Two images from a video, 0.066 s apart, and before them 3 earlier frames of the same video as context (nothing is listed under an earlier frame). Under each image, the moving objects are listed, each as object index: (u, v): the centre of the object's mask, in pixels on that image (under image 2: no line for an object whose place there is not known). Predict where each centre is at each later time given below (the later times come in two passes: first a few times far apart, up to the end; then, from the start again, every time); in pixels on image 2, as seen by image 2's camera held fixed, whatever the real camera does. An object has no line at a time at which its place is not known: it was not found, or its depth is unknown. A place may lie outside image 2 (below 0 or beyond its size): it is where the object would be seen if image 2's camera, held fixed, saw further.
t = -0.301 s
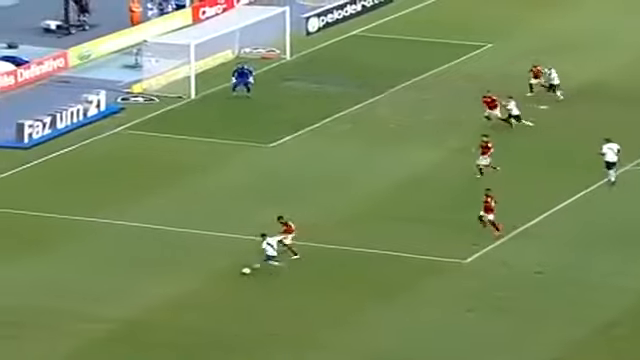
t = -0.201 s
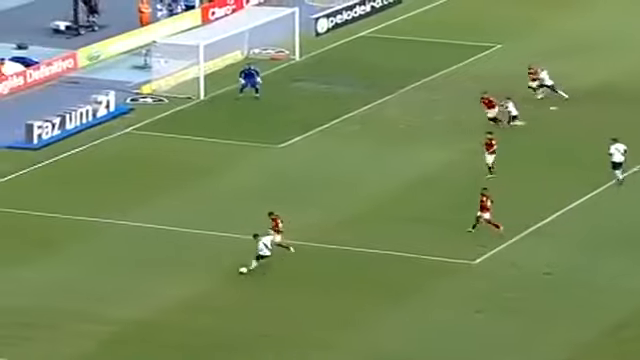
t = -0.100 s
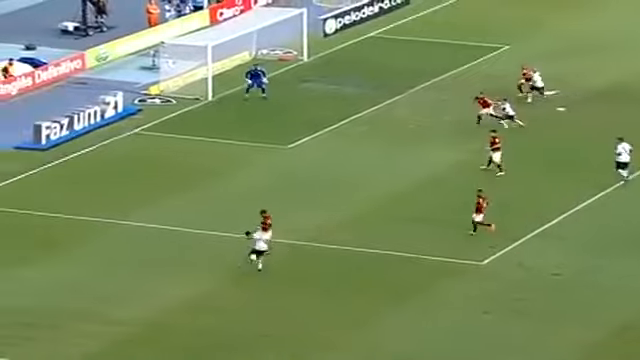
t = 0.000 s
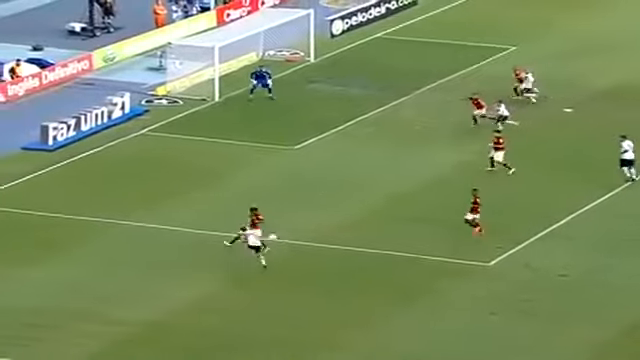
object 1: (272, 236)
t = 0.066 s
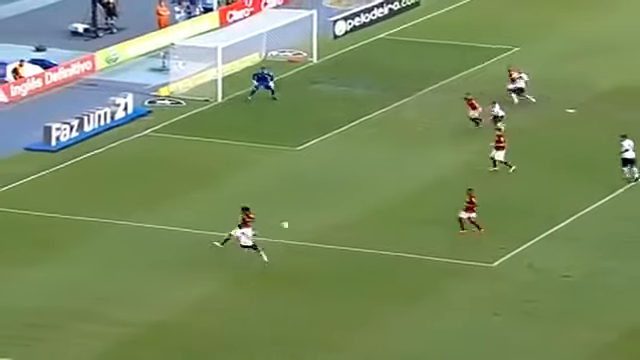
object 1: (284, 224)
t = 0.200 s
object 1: (304, 204)
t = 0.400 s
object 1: (331, 185)
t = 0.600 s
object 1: (358, 179)
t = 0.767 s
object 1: (377, 177)
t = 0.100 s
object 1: (289, 218)
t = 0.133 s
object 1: (294, 213)
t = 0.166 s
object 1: (299, 208)
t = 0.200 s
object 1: (304, 204)
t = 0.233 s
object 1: (308, 199)
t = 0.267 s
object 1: (313, 196)
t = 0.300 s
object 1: (317, 193)
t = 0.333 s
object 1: (322, 190)
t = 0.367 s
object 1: (326, 187)
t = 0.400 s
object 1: (331, 185)
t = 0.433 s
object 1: (335, 184)
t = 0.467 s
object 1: (340, 182)
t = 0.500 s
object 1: (344, 181)
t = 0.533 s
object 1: (349, 180)
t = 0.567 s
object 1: (354, 180)
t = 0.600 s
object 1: (358, 179)
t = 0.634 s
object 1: (362, 180)
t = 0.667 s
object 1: (367, 180)
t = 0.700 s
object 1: (371, 181)
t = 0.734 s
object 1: (374, 181)
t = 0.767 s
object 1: (377, 177)
